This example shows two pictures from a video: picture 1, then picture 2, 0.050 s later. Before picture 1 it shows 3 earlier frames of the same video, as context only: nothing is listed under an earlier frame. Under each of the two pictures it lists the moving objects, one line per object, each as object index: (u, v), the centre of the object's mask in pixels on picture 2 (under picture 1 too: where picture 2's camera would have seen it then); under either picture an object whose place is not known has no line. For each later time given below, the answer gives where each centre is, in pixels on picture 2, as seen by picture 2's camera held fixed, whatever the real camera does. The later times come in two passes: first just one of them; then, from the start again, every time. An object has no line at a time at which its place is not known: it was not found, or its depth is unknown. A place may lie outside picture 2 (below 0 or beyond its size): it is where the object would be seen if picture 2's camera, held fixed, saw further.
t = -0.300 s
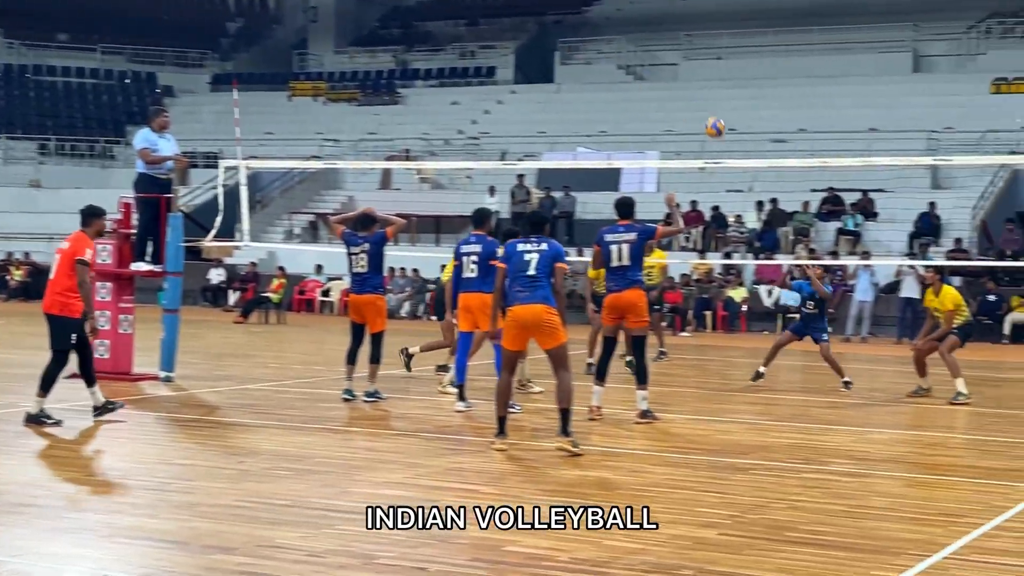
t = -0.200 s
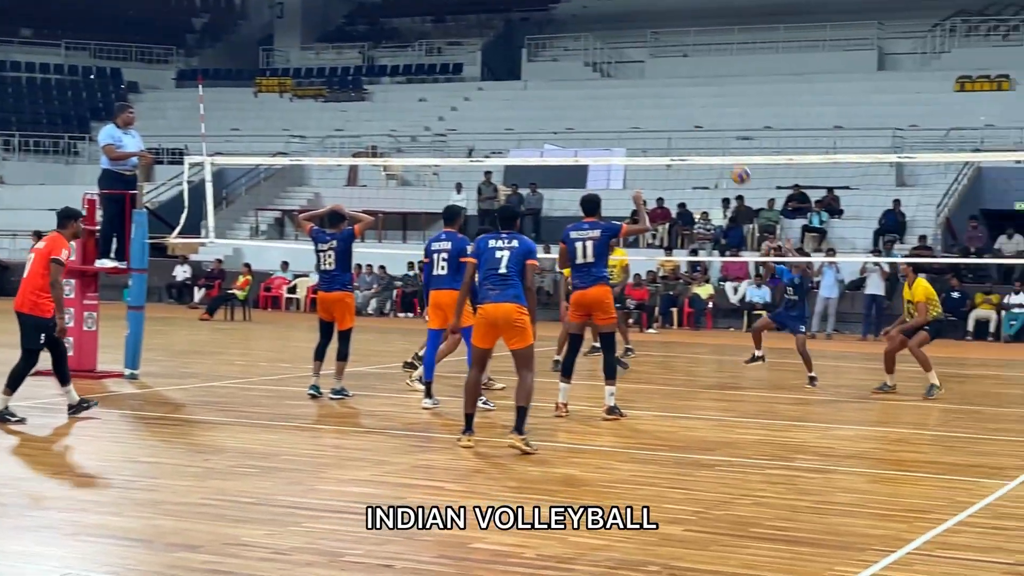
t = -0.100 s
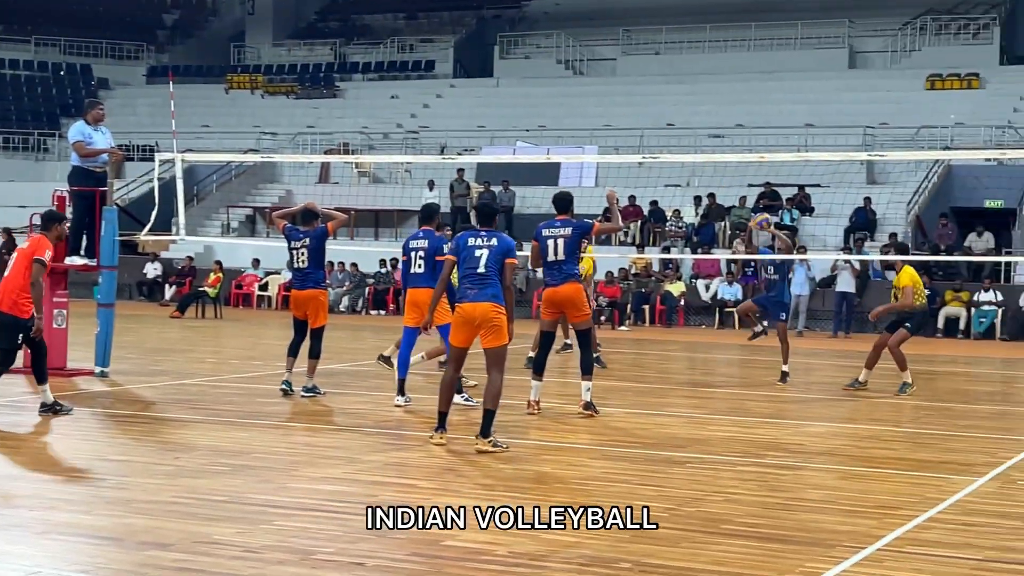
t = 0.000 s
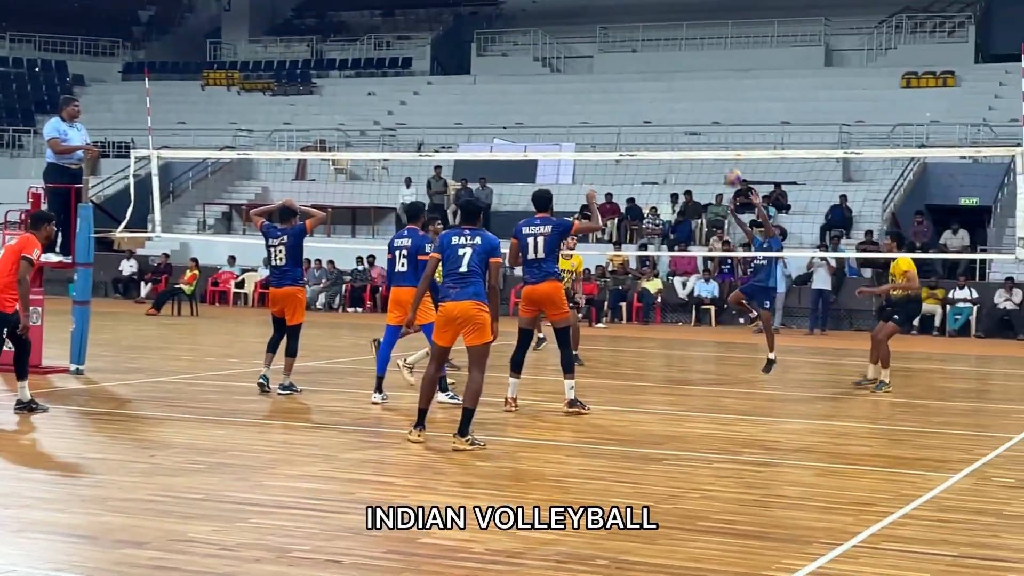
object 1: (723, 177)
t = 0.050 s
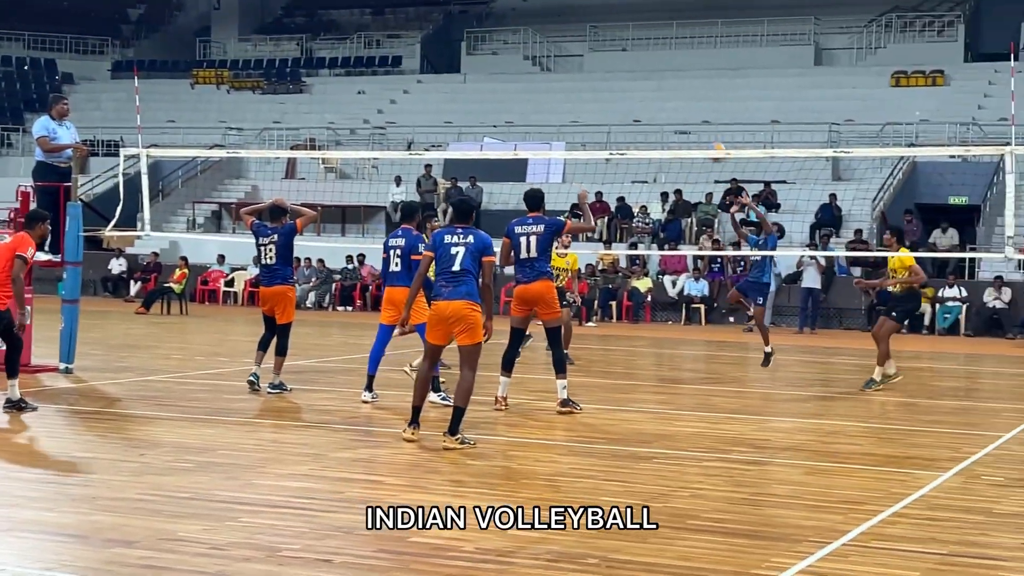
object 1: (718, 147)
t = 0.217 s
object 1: (696, 85)
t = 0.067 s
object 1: (715, 143)
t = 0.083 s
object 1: (713, 138)
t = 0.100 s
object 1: (710, 130)
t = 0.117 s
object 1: (708, 123)
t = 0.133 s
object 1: (706, 116)
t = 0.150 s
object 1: (704, 110)
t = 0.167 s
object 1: (702, 103)
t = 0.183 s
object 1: (700, 97)
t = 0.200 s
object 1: (698, 91)
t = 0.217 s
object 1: (696, 85)
